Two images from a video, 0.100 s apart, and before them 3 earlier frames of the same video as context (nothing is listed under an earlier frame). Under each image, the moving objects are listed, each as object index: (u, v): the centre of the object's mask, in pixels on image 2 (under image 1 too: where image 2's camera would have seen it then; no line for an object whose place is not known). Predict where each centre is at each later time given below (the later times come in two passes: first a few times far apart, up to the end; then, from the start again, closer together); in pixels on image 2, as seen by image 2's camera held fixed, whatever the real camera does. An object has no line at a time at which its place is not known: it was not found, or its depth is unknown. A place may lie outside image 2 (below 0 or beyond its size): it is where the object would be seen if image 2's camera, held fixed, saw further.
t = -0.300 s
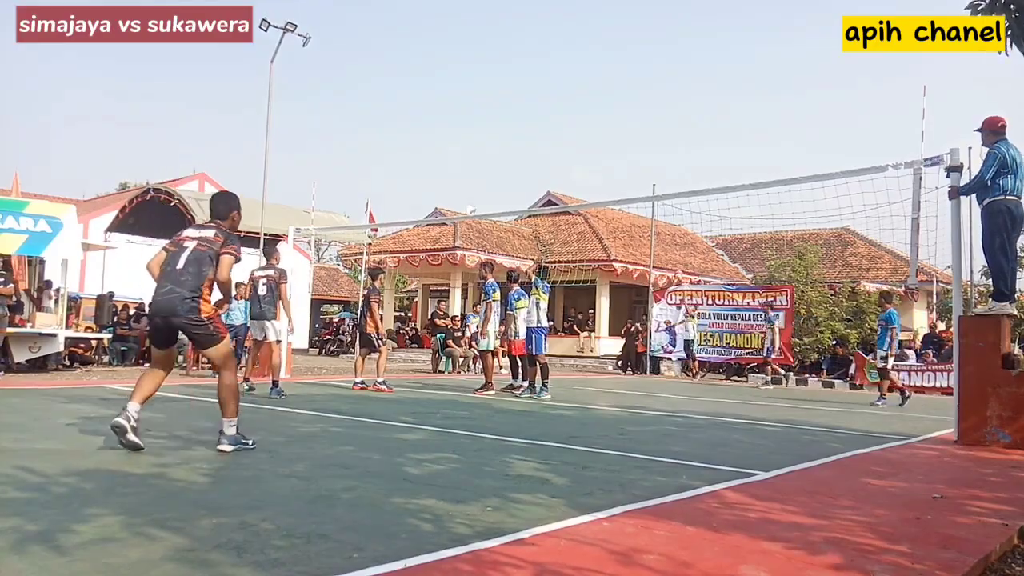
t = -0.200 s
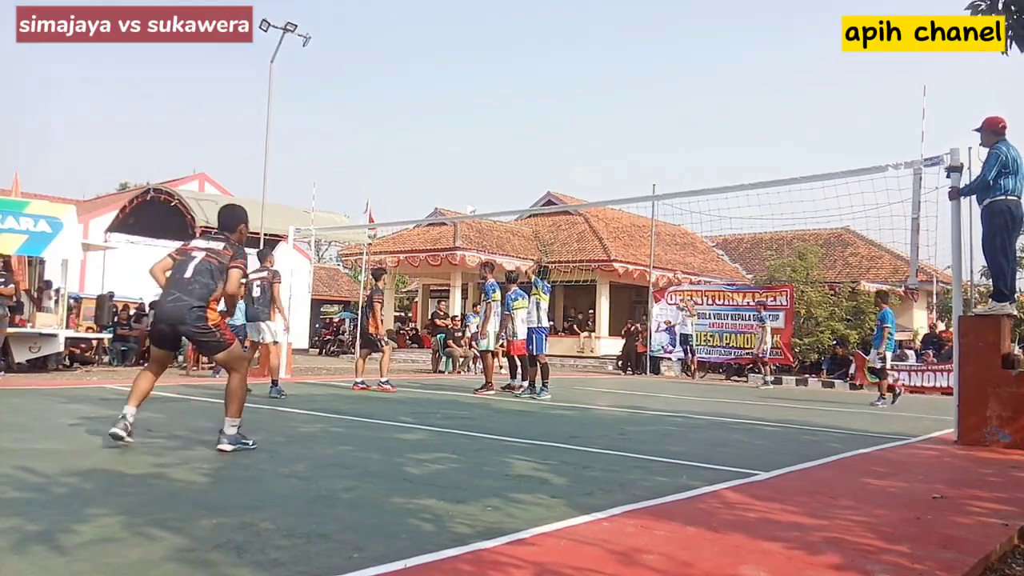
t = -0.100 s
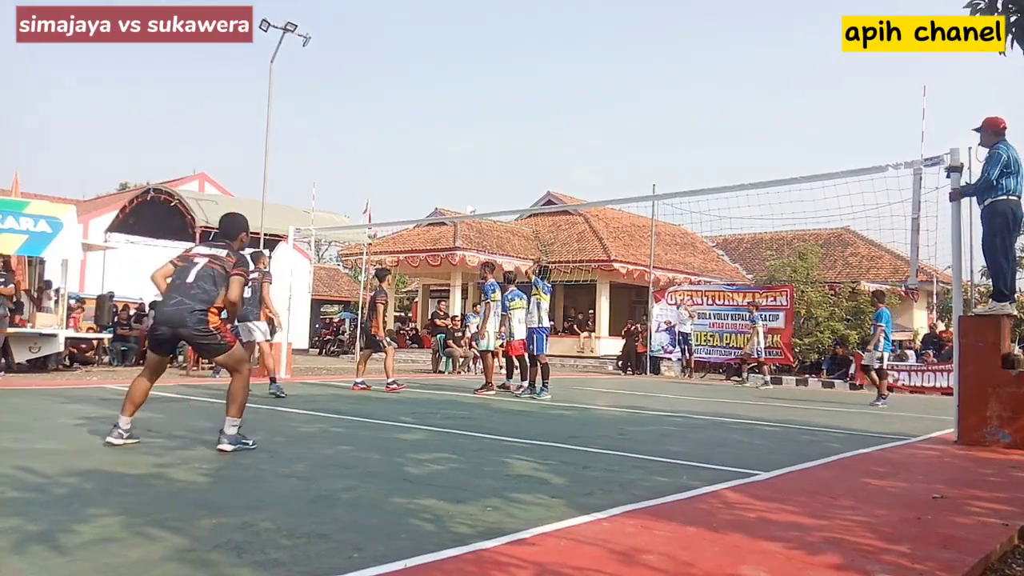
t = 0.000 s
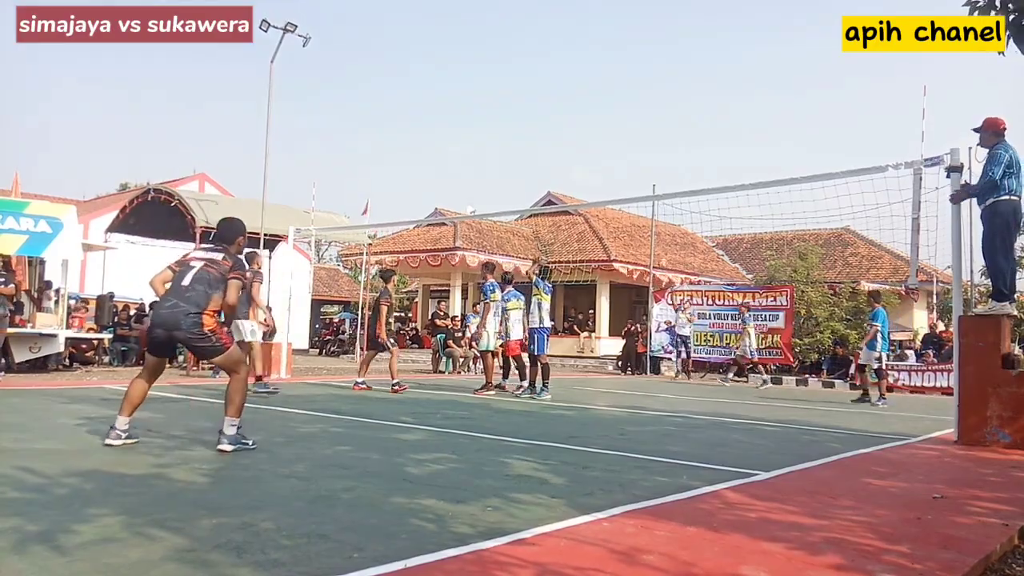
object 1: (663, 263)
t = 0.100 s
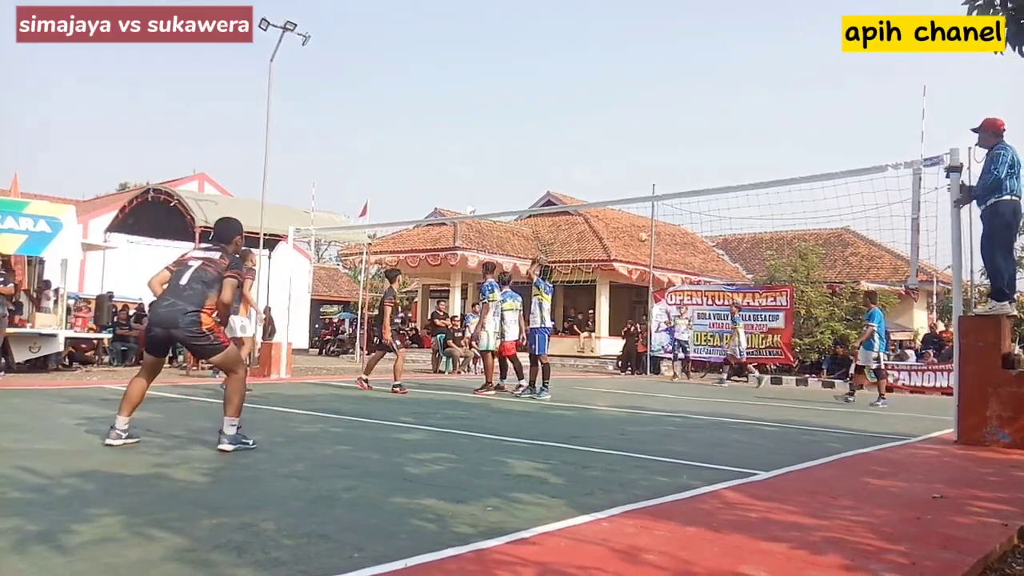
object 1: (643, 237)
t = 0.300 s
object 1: (595, 189)
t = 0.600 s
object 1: (503, 136)
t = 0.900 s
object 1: (370, 112)
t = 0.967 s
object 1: (330, 116)
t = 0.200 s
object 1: (619, 212)
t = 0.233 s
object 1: (613, 207)
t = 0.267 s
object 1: (604, 196)
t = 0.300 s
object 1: (595, 189)
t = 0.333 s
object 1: (585, 181)
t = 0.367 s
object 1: (577, 174)
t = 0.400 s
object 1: (567, 167)
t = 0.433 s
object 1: (557, 162)
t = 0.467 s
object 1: (546, 157)
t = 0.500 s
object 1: (536, 151)
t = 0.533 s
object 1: (525, 145)
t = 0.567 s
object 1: (514, 140)
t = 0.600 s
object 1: (503, 136)
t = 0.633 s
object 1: (491, 131)
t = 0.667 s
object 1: (478, 127)
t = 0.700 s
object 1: (464, 123)
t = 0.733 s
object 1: (451, 120)
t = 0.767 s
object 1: (437, 117)
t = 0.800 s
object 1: (421, 115)
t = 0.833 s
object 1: (405, 113)
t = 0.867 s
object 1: (388, 112)
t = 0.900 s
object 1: (370, 112)
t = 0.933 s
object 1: (351, 113)
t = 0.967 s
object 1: (330, 116)
